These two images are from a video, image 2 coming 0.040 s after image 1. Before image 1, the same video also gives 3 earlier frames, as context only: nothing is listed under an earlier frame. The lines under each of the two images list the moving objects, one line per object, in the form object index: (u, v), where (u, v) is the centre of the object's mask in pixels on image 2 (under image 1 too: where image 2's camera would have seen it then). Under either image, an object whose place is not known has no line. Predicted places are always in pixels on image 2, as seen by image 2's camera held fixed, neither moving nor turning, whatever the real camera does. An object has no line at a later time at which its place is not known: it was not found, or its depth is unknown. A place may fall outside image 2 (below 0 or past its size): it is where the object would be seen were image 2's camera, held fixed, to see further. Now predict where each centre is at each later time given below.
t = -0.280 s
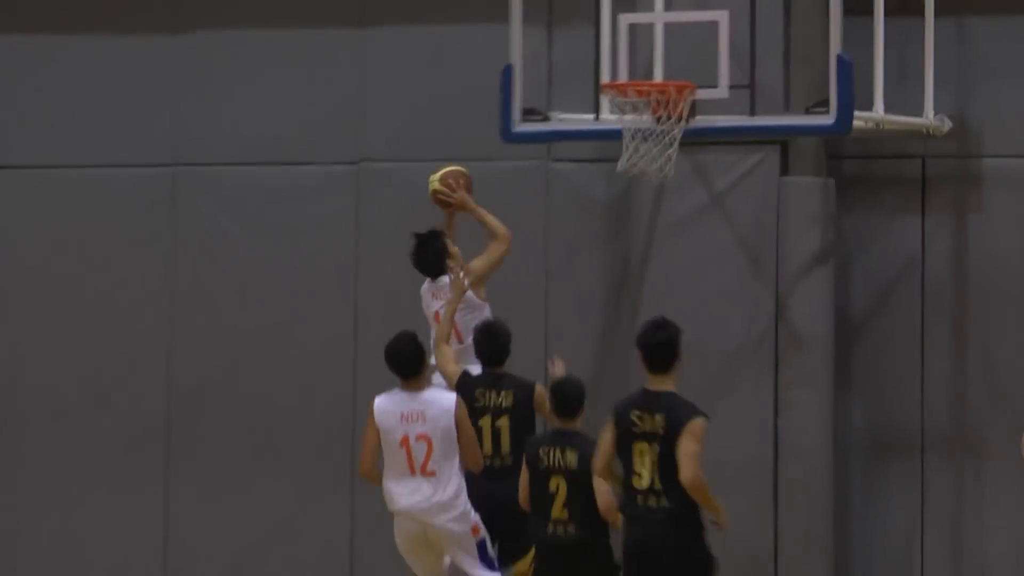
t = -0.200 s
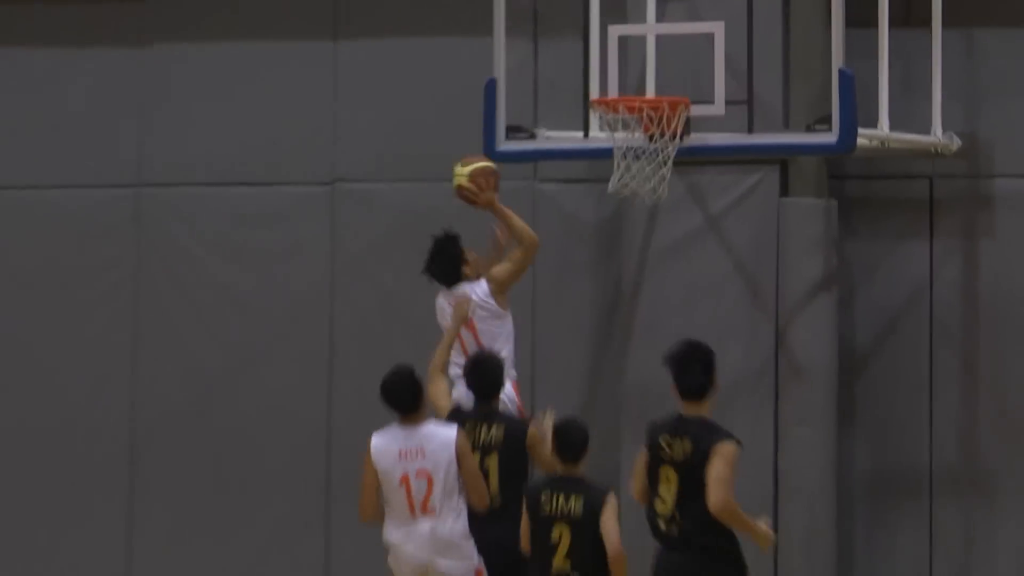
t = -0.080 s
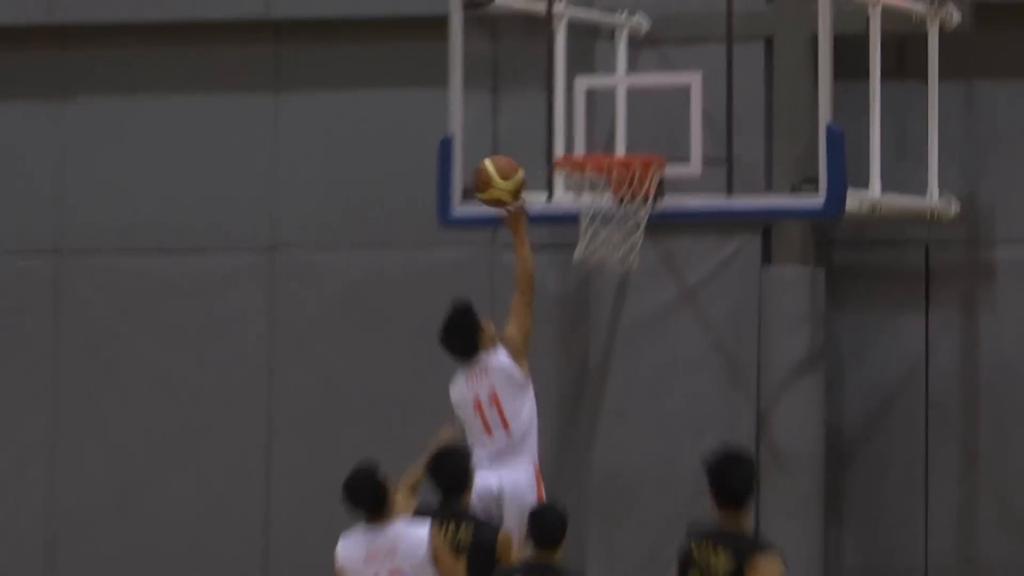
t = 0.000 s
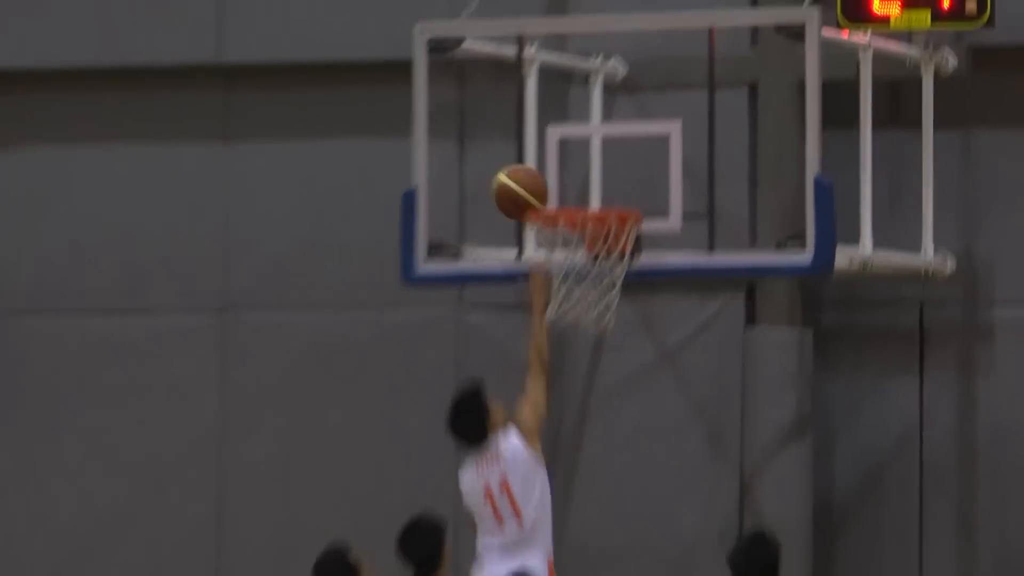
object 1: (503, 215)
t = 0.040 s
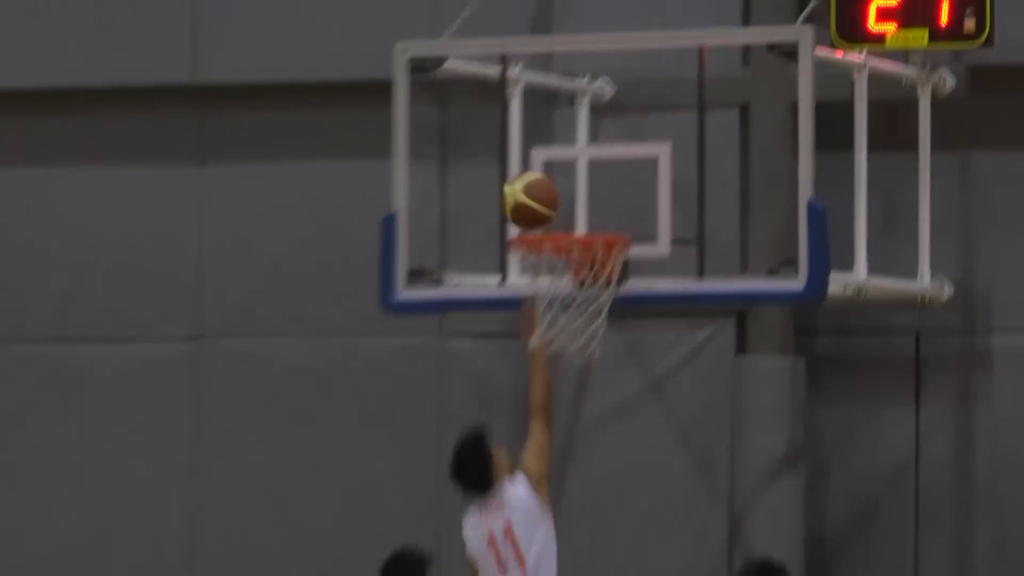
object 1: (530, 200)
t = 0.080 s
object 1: (543, 197)
